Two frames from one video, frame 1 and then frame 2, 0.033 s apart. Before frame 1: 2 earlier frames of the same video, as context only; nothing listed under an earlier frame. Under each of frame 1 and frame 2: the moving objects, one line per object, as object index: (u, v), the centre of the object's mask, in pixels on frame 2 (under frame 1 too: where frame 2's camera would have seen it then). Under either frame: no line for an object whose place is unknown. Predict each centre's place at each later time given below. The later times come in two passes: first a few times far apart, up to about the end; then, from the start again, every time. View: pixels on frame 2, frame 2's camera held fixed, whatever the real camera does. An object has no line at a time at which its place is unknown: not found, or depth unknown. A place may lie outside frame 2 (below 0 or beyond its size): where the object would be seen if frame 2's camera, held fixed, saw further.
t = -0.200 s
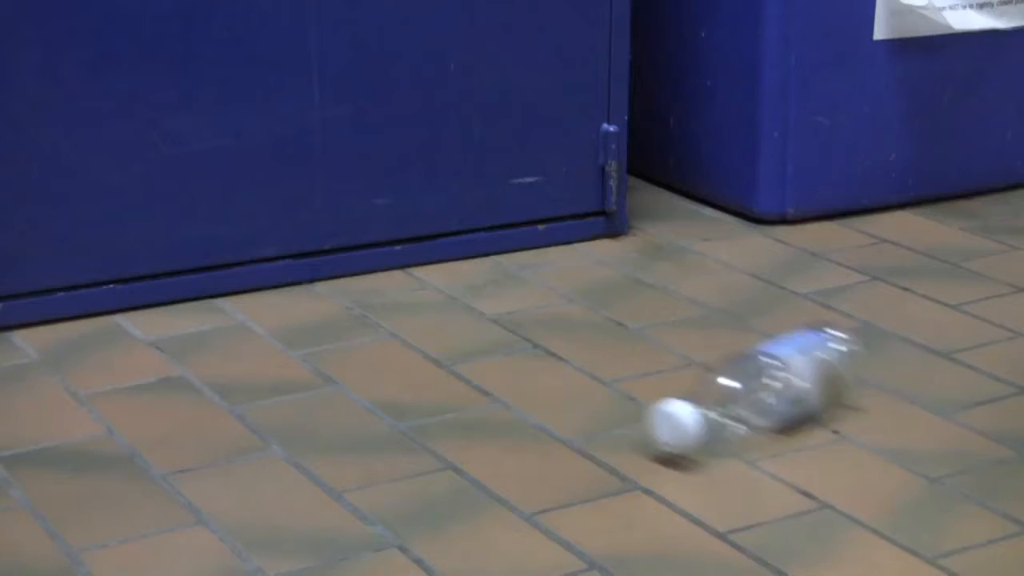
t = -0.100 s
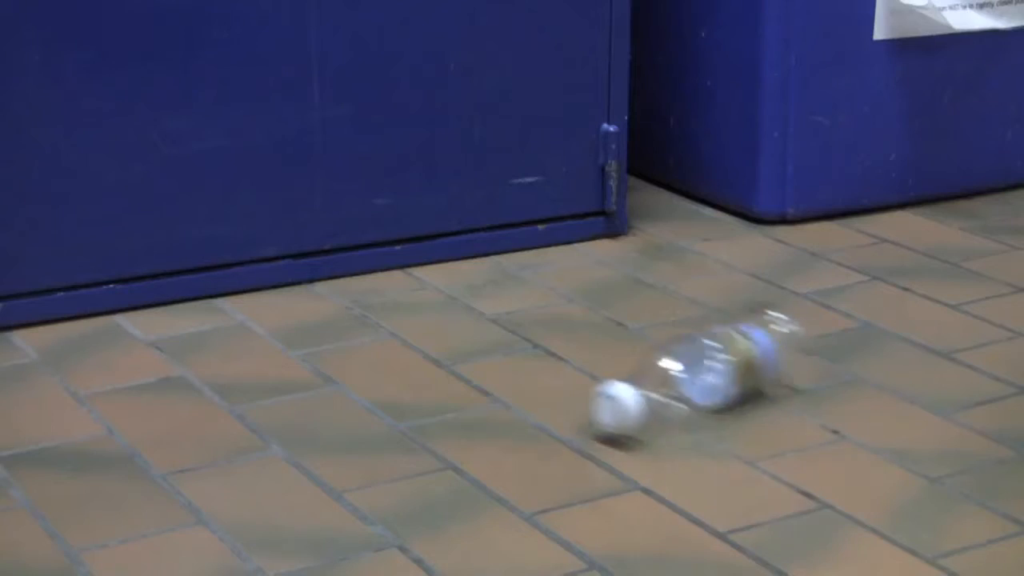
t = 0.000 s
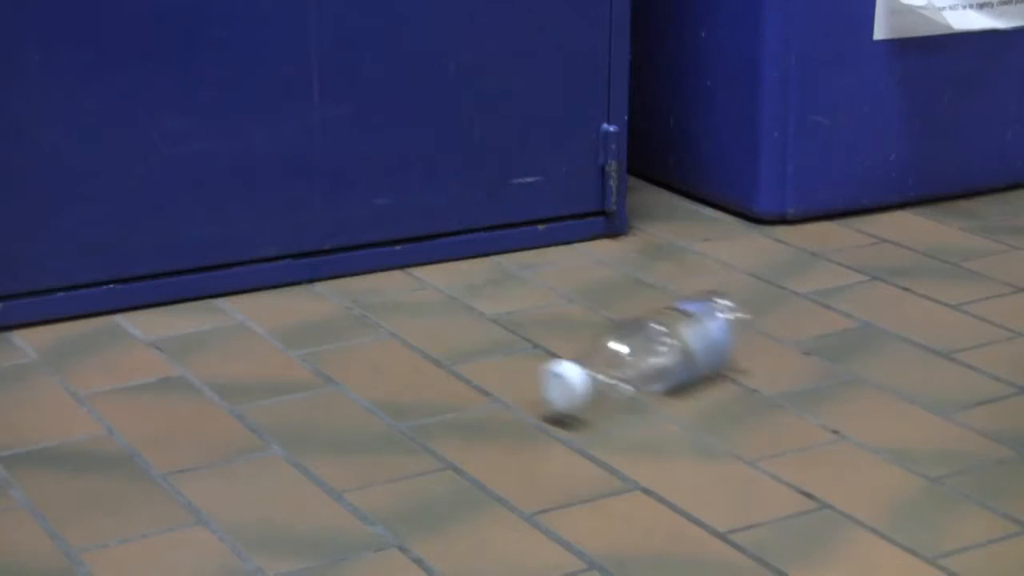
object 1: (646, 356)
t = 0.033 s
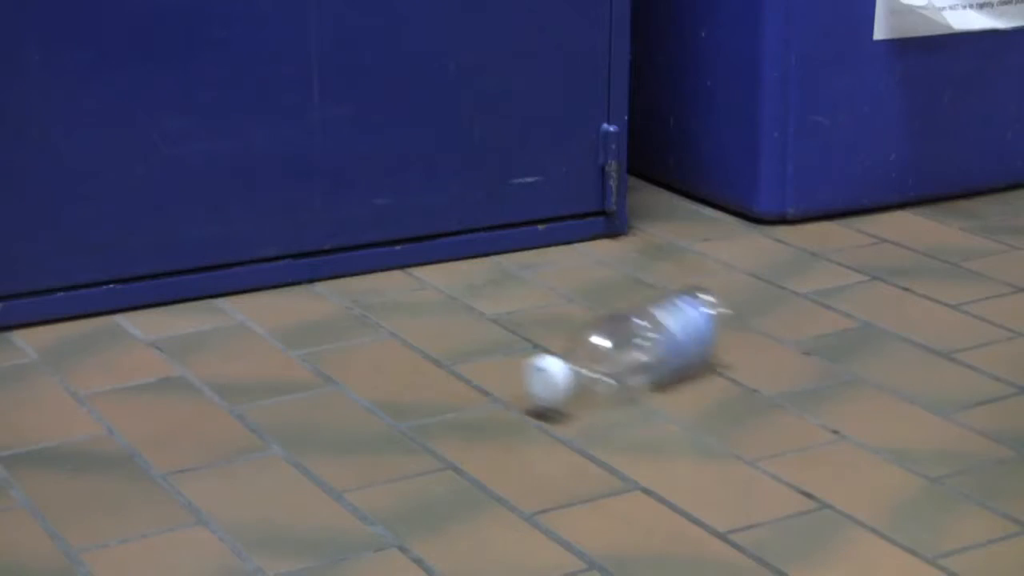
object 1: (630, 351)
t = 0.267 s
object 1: (519, 313)
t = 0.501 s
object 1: (423, 282)
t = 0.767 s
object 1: (347, 260)
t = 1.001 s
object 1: (341, 262)
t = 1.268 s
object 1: (344, 263)
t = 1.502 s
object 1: (347, 266)
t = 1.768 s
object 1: (354, 266)
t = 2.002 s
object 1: (356, 268)
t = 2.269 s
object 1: (359, 269)
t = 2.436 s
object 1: (360, 269)
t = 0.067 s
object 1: (612, 344)
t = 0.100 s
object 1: (595, 339)
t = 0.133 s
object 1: (578, 334)
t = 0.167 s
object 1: (562, 329)
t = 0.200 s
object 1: (548, 324)
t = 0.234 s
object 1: (531, 319)
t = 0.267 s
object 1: (519, 313)
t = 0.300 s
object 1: (501, 309)
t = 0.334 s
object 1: (488, 303)
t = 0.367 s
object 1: (475, 299)
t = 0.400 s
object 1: (460, 297)
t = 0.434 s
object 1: (447, 293)
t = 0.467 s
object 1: (435, 287)
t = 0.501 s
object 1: (423, 282)
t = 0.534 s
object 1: (411, 278)
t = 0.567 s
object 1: (400, 273)
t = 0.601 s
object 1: (387, 271)
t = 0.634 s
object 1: (375, 268)
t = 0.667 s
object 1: (366, 262)
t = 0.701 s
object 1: (358, 261)
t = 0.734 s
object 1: (354, 260)
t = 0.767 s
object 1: (347, 260)
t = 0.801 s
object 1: (345, 259)
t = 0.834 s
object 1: (344, 261)
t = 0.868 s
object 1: (344, 262)
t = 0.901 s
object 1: (342, 263)
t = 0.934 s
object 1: (342, 263)
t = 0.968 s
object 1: (341, 263)
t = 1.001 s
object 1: (341, 262)
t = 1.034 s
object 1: (340, 262)
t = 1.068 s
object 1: (340, 261)
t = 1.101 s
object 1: (340, 262)
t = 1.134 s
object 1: (340, 263)
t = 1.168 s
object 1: (341, 263)
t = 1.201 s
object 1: (342, 263)
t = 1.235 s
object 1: (343, 263)
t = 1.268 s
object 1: (344, 263)
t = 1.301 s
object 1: (345, 263)
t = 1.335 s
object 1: (345, 265)
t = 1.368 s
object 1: (346, 265)
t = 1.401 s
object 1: (346, 265)
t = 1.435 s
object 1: (347, 265)
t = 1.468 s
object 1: (347, 265)
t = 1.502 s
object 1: (347, 266)
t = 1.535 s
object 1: (349, 266)
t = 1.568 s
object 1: (349, 266)
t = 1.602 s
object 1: (350, 266)
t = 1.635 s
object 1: (350, 266)
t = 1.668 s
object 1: (353, 266)
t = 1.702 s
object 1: (353, 266)
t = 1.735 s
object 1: (354, 266)
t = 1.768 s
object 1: (354, 266)
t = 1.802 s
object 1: (354, 267)
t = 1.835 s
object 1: (354, 267)
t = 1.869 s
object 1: (354, 267)
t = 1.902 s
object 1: (355, 267)
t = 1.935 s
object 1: (355, 268)
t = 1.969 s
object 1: (355, 268)
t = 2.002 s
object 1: (356, 268)
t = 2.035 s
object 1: (356, 268)
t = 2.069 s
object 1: (357, 268)
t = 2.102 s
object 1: (357, 268)
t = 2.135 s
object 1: (357, 268)
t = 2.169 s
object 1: (358, 268)
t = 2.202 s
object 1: (358, 269)
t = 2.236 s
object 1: (358, 269)
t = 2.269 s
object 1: (359, 269)
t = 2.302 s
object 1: (359, 269)
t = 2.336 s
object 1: (359, 269)
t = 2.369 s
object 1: (359, 269)
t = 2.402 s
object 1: (360, 269)
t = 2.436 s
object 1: (360, 269)
